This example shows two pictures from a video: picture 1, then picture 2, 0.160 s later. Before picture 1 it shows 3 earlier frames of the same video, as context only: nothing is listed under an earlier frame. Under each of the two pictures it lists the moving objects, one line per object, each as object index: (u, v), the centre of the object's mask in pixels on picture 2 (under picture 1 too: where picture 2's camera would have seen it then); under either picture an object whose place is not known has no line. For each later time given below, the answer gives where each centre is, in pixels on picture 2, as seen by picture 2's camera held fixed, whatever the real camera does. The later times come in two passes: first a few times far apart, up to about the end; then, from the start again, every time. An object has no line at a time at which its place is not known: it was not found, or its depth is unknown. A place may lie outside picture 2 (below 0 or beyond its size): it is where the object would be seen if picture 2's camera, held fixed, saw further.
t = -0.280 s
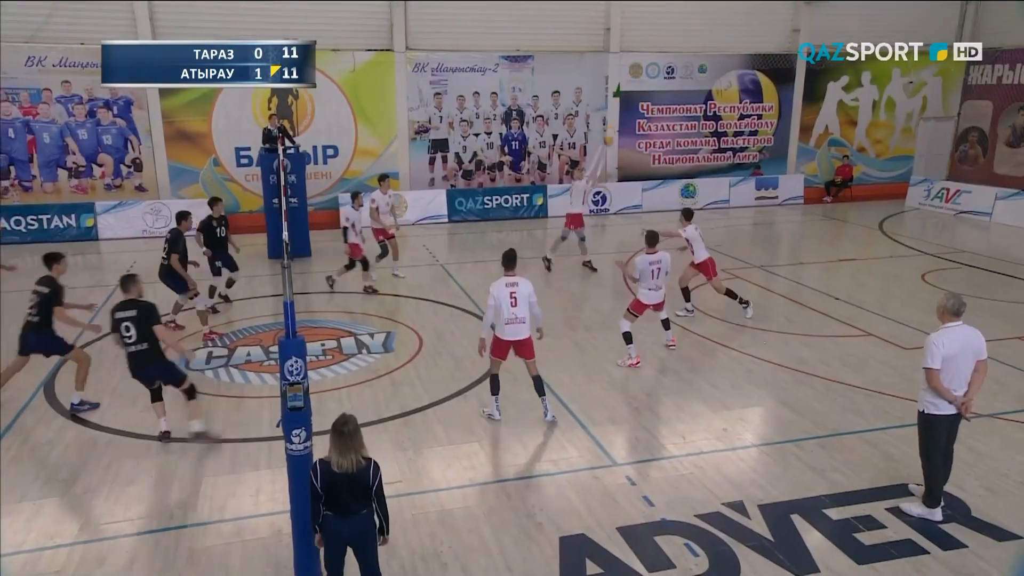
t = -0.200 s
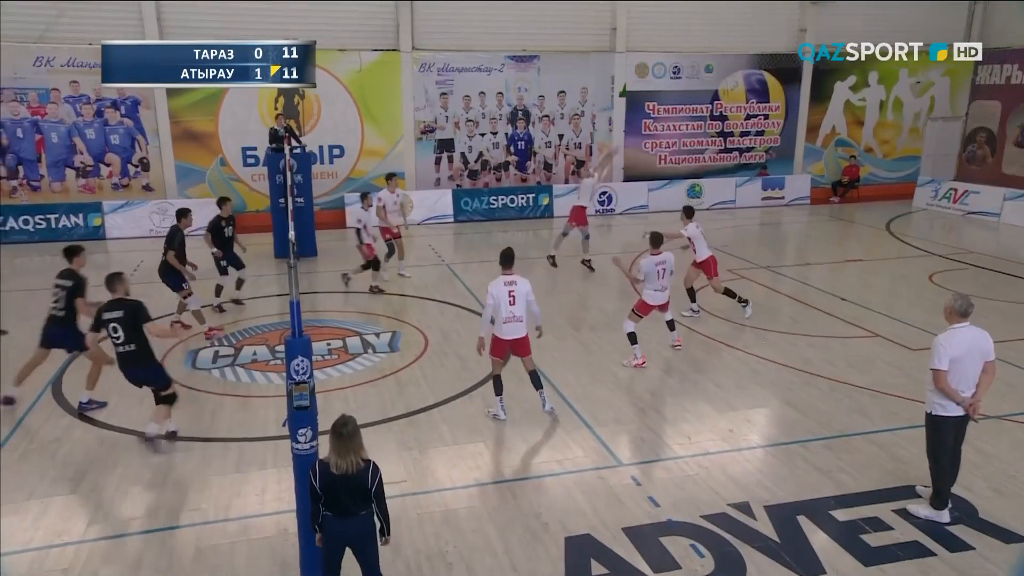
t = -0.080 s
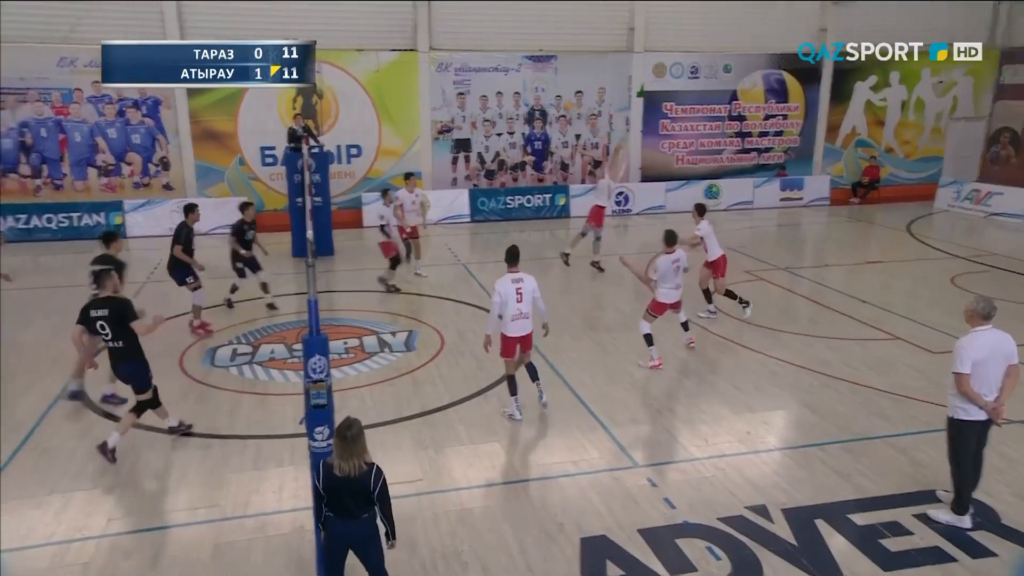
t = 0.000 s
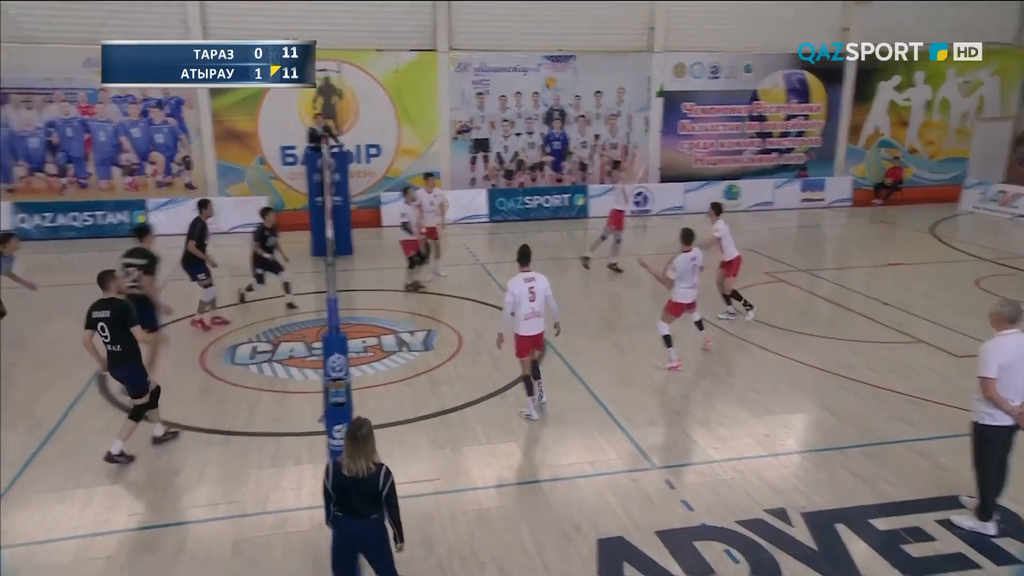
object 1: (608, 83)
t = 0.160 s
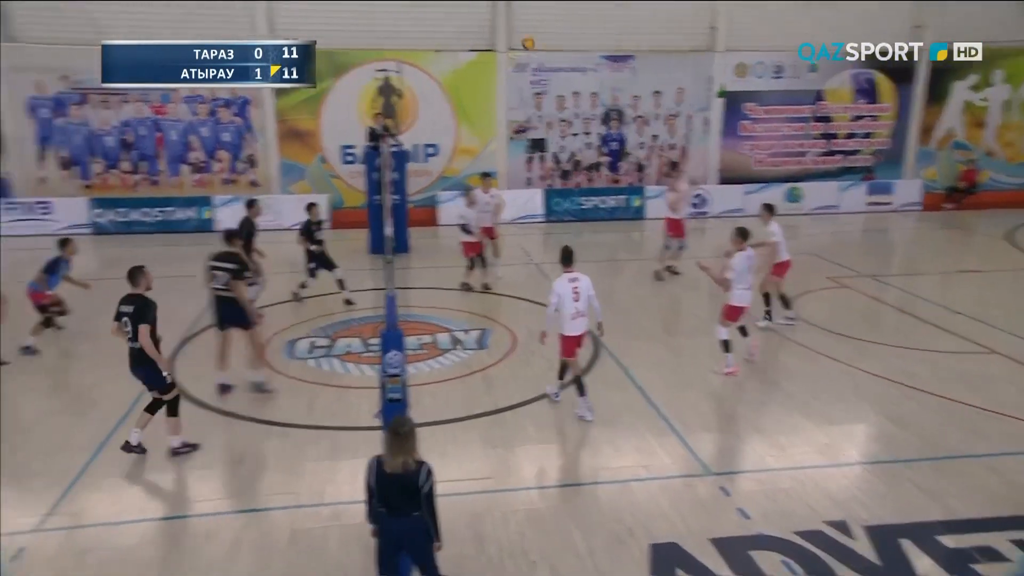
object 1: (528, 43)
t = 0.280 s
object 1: (462, 23)
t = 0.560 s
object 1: (291, 12)
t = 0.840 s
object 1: (101, 62)
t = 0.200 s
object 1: (506, 36)
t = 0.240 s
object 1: (485, 29)
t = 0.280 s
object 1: (462, 23)
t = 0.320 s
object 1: (439, 18)
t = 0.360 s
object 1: (416, 14)
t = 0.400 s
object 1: (392, 12)
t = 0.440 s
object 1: (367, 10)
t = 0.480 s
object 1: (342, 9)
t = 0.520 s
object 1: (317, 10)
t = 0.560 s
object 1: (291, 12)
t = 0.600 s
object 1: (265, 14)
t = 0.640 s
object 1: (238, 20)
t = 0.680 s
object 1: (212, 24)
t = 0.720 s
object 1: (184, 32)
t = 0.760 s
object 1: (157, 40)
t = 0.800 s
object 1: (129, 50)
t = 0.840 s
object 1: (101, 62)
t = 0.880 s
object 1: (73, 74)
